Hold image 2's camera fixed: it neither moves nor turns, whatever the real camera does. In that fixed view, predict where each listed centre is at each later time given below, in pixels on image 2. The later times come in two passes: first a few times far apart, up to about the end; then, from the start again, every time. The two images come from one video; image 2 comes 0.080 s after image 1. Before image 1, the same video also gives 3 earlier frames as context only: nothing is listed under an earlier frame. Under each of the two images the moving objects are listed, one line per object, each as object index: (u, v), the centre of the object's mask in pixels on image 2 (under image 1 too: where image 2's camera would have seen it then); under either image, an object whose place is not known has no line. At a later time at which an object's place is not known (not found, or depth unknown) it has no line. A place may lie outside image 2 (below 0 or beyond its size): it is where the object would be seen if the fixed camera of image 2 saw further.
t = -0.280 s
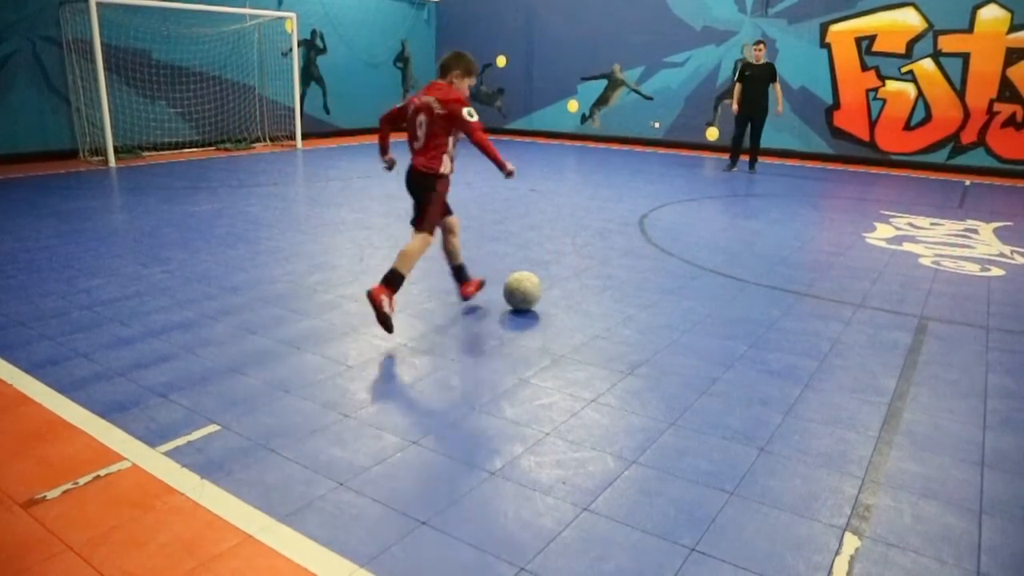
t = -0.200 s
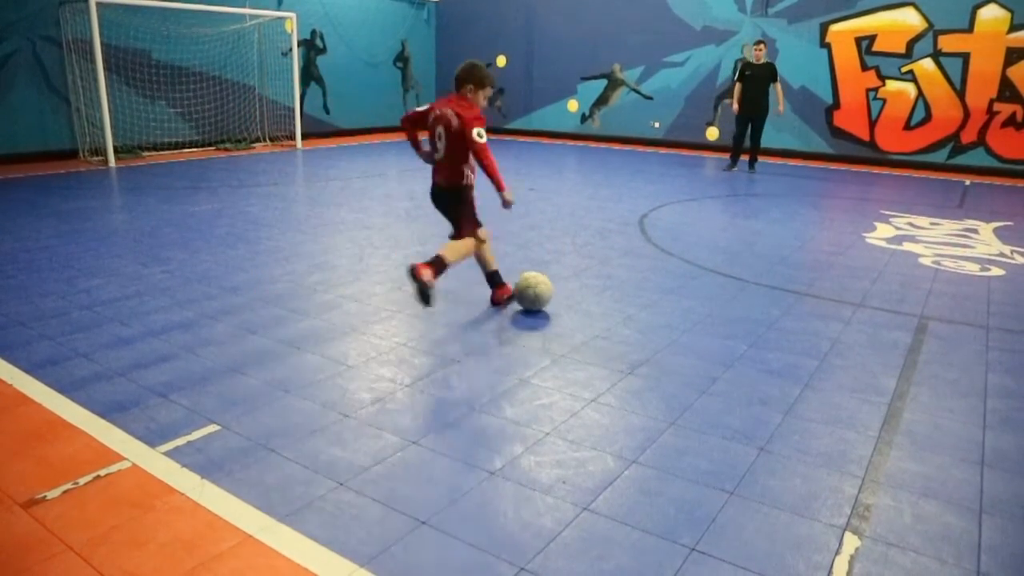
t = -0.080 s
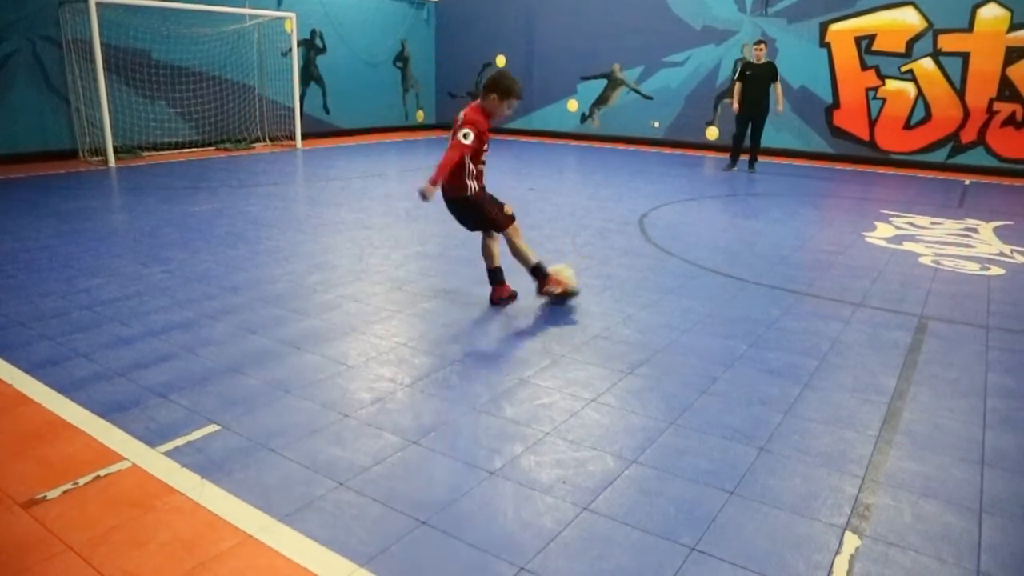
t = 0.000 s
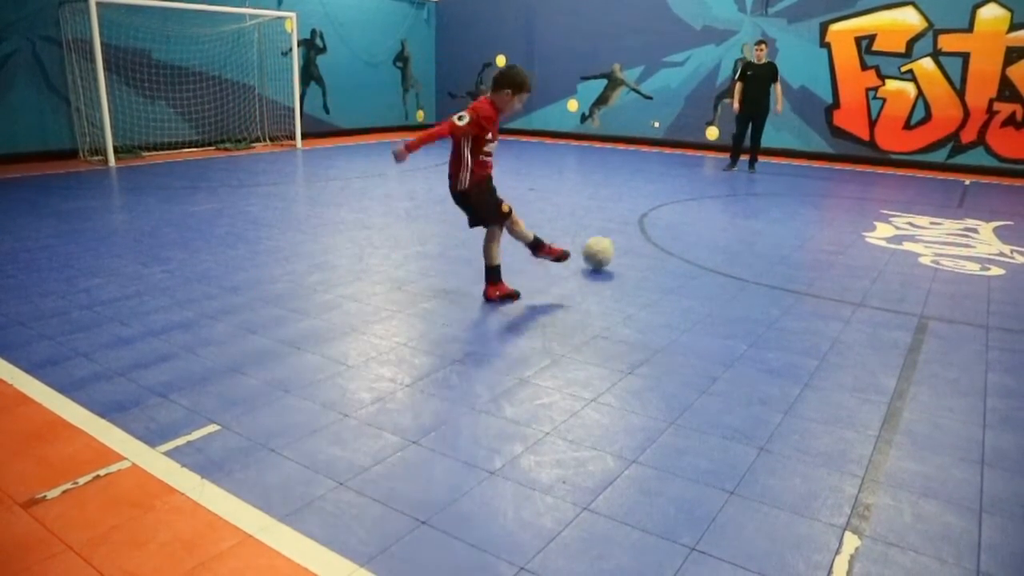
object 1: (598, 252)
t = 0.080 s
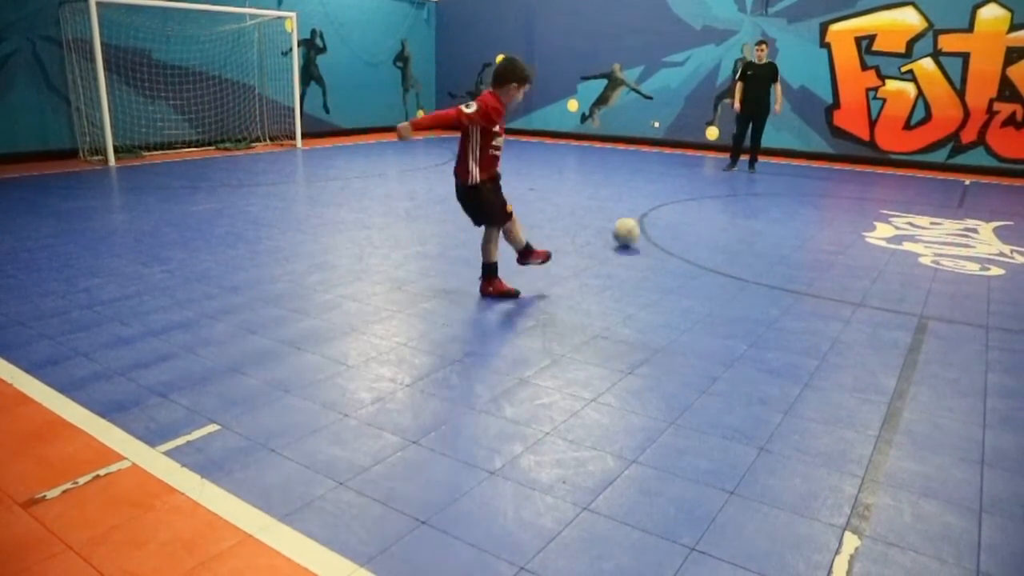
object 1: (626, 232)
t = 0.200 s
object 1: (653, 211)
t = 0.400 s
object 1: (682, 189)
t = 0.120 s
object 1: (637, 224)
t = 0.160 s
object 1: (646, 217)
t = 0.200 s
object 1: (653, 211)
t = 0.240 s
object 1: (661, 205)
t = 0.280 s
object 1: (667, 200)
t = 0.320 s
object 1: (672, 196)
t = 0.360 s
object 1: (678, 193)
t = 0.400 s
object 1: (682, 189)
